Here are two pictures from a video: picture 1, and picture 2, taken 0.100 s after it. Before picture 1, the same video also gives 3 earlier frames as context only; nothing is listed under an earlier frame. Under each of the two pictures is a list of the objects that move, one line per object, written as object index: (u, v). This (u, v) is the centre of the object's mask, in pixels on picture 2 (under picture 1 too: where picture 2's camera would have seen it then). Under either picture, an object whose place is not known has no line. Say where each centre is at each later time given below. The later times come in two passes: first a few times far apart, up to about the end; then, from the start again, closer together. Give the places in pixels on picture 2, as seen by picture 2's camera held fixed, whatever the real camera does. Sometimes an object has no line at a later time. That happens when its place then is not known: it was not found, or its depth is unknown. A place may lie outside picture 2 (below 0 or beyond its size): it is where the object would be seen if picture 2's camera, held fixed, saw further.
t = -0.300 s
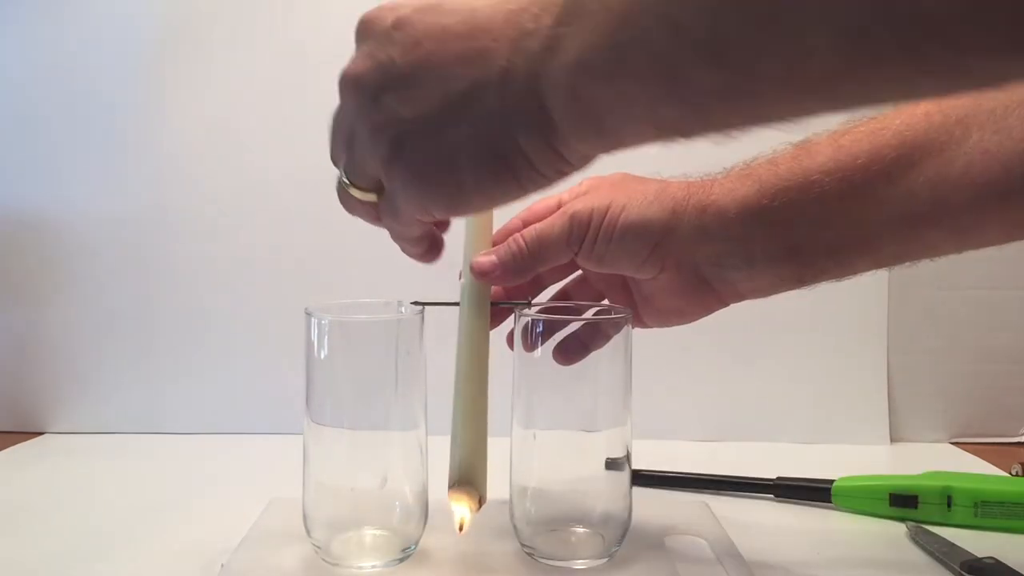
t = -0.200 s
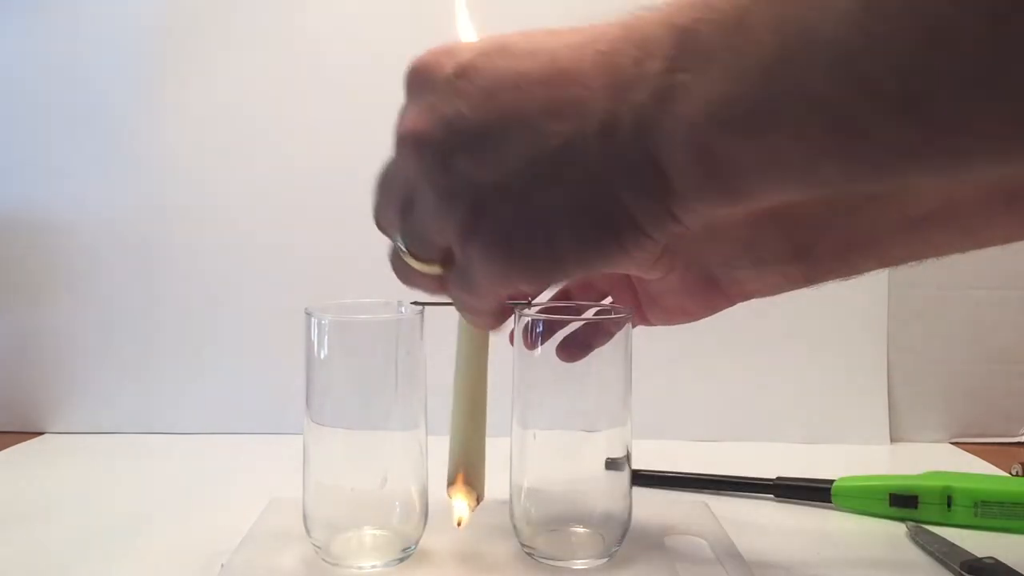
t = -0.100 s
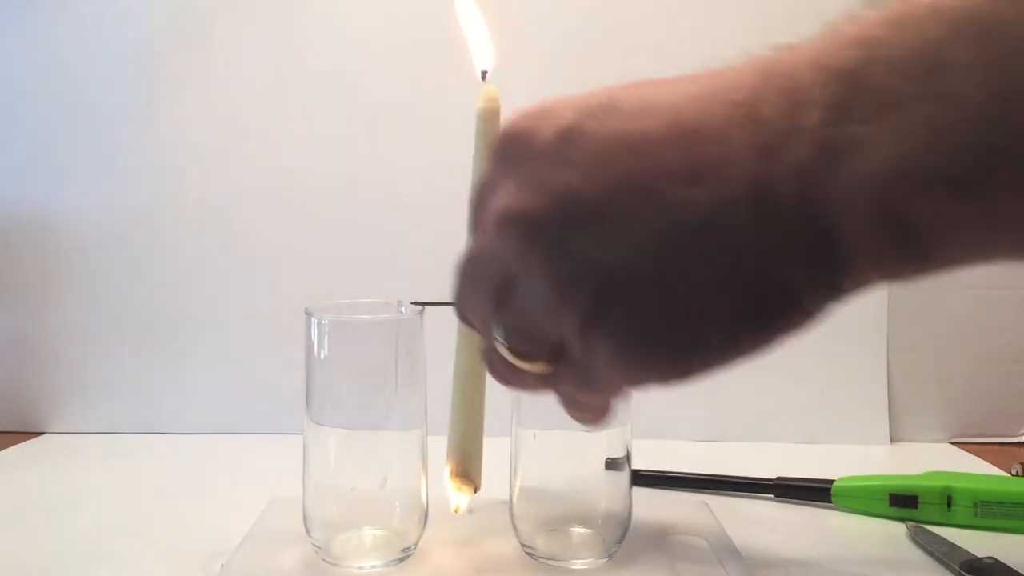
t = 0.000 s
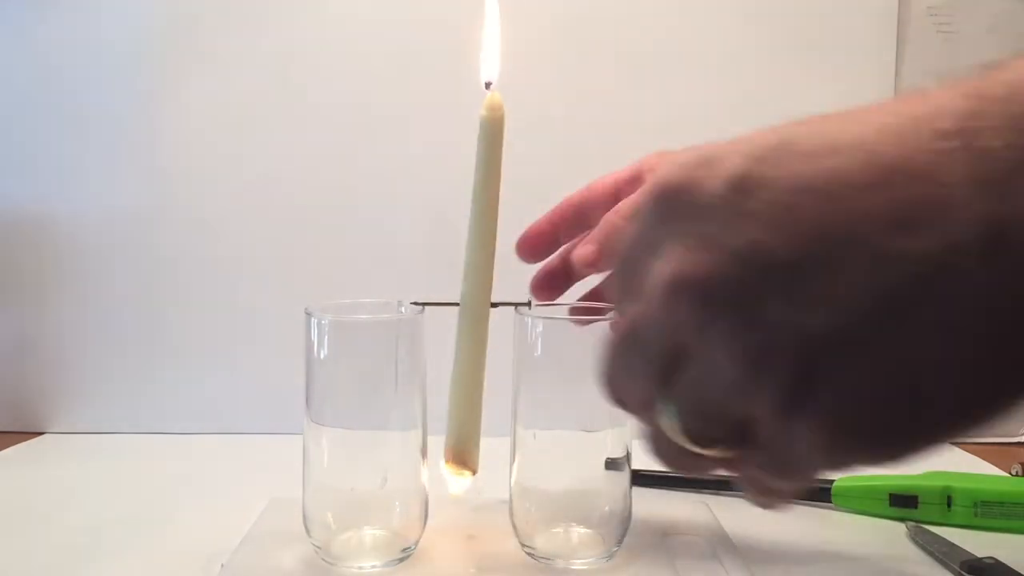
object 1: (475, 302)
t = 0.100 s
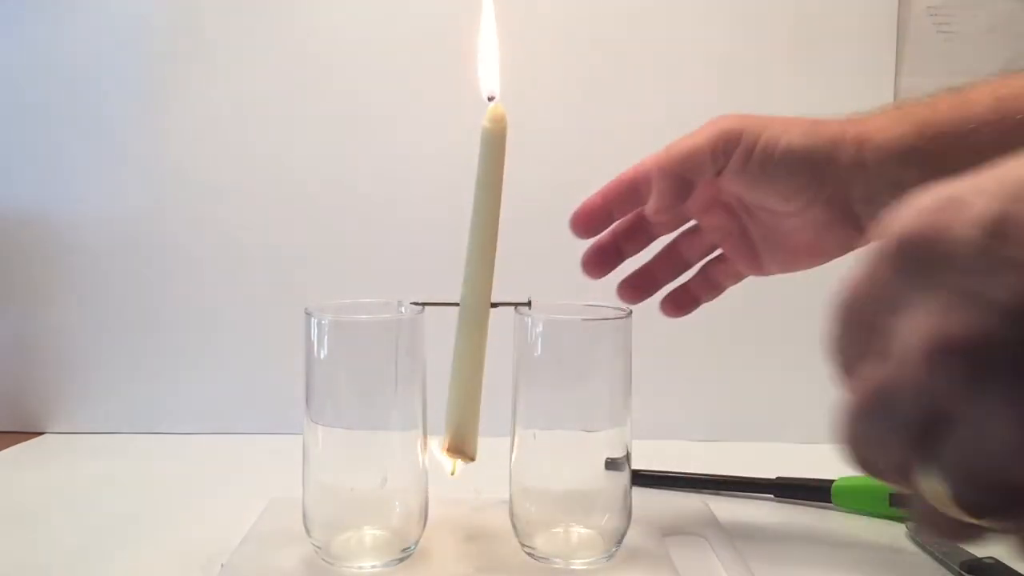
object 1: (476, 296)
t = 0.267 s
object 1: (475, 299)
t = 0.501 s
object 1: (474, 320)
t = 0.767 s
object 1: (474, 323)
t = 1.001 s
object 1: (475, 306)
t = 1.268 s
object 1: (476, 298)
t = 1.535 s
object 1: (474, 320)
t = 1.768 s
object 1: (474, 324)
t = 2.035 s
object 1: (475, 304)
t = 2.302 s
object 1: (476, 298)
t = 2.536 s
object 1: (474, 317)
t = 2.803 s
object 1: (474, 322)
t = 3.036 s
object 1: (475, 305)
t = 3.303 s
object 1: (476, 297)
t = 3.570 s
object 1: (474, 317)
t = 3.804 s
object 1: (474, 322)
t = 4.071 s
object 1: (475, 305)
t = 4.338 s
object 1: (476, 298)
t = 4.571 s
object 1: (474, 316)
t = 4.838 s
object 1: (474, 322)
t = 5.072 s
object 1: (475, 306)
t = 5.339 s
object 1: (476, 299)
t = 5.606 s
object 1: (474, 317)
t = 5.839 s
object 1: (474, 323)
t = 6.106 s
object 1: (474, 307)
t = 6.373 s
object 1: (476, 299)
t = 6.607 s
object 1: (474, 315)
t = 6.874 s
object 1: (474, 321)
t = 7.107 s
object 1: (475, 307)
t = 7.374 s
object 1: (476, 299)
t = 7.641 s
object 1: (474, 313)
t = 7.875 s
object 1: (474, 322)
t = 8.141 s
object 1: (475, 307)
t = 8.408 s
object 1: (476, 299)
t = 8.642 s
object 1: (474, 313)
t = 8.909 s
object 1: (474, 321)
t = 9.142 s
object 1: (475, 308)
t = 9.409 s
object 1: (476, 299)
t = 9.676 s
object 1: (475, 312)
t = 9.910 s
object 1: (474, 320)
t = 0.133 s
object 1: (476, 295)
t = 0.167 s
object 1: (476, 295)
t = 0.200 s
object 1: (476, 295)
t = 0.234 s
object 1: (476, 297)
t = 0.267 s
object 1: (475, 299)
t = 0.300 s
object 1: (475, 301)
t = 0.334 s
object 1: (475, 302)
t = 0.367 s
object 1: (475, 302)
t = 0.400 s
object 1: (475, 307)
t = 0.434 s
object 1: (474, 312)
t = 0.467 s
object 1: (474, 317)
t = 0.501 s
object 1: (474, 320)
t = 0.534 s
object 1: (474, 323)
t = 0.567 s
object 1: (474, 325)
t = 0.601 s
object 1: (474, 326)
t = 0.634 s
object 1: (474, 328)
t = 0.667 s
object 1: (474, 328)
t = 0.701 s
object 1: (474, 327)
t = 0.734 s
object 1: (474, 325)
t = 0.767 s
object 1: (474, 323)
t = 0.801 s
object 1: (474, 321)
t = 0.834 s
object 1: (474, 319)
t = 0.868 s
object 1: (474, 316)
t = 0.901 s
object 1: (474, 312)
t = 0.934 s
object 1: (474, 310)
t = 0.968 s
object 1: (474, 308)
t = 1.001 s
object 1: (475, 306)
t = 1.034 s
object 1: (475, 304)
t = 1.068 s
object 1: (475, 302)
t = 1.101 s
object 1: (475, 300)
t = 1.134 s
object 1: (475, 299)
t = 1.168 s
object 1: (476, 297)
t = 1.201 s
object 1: (476, 297)
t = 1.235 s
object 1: (476, 297)
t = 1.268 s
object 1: (476, 298)
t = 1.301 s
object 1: (476, 300)
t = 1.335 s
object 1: (475, 301)
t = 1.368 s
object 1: (475, 304)
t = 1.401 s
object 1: (475, 308)
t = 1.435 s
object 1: (474, 311)
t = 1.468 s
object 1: (474, 314)
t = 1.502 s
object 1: (474, 317)
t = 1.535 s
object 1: (474, 320)
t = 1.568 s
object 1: (474, 323)
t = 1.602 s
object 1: (474, 324)
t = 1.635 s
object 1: (474, 326)
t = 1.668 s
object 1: (474, 327)
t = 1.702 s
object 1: (474, 327)
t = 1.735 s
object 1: (474, 325)
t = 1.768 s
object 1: (474, 324)
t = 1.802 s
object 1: (474, 322)
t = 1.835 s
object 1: (474, 320)
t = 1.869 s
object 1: (474, 317)
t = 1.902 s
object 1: (474, 314)
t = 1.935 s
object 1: (474, 311)
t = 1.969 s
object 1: (474, 308)
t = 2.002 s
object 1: (475, 306)
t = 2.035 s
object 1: (475, 304)
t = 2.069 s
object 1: (475, 301)
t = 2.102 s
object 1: (475, 300)
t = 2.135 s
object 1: (476, 298)
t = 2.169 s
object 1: (476, 297)
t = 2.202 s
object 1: (476, 296)
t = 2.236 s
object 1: (476, 297)
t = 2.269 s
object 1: (476, 297)
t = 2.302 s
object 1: (476, 298)
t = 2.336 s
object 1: (476, 300)
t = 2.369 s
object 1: (475, 303)
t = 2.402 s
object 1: (475, 305)
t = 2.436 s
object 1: (475, 309)
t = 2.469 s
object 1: (474, 312)
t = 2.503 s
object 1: (474, 315)
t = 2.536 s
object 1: (474, 317)
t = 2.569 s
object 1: (474, 320)
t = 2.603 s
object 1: (474, 323)
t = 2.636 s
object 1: (474, 326)
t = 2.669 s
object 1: (474, 327)
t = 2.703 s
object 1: (474, 327)
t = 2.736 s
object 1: (474, 326)
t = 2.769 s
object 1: (474, 324)
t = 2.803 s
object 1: (474, 322)
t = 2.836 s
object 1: (474, 320)
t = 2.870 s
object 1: (474, 318)
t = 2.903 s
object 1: (474, 316)
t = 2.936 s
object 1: (474, 313)
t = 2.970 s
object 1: (474, 310)
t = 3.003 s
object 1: (475, 307)
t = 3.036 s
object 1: (475, 305)
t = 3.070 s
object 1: (475, 303)
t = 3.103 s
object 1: (475, 302)
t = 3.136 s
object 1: (476, 300)
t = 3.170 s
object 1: (476, 297)
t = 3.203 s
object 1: (476, 297)
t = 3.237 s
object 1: (476, 297)
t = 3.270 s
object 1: (476, 297)
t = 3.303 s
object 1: (476, 297)
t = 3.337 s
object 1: (476, 299)
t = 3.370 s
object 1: (475, 301)
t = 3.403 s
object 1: (475, 305)
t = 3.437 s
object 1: (475, 308)
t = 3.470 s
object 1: (475, 311)
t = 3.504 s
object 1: (474, 314)
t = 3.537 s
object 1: (474, 316)
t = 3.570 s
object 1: (474, 317)
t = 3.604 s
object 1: (474, 321)
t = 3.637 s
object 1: (474, 323)
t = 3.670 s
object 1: (474, 325)
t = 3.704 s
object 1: (474, 326)
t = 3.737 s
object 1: (474, 325)
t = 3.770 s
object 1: (474, 324)
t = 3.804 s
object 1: (474, 322)
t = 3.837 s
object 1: (474, 321)
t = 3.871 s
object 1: (474, 319)
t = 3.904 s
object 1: (474, 317)
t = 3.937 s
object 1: (474, 314)
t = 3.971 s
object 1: (474, 311)
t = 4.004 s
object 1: (474, 309)
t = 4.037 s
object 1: (474, 307)
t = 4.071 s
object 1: (475, 305)
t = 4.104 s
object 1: (475, 303)
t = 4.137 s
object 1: (475, 301)
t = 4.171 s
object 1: (476, 299)
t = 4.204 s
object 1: (476, 298)
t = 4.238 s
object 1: (476, 297)
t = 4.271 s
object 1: (476, 298)
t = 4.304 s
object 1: (476, 298)
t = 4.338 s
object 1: (476, 298)
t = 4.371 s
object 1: (476, 300)
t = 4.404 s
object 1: (475, 302)
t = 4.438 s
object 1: (475, 306)
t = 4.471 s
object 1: (475, 308)
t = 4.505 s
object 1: (475, 311)
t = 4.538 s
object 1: (474, 314)
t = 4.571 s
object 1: (474, 316)
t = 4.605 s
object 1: (474, 319)
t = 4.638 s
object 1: (474, 321)
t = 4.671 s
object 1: (474, 323)
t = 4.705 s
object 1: (474, 324)
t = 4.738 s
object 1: (474, 325)
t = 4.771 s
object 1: (474, 325)
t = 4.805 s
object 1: (474, 324)
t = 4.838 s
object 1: (474, 322)
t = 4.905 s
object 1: (474, 318)
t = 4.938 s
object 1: (474, 316)
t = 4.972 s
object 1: (474, 313)
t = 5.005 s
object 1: (474, 311)
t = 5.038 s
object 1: (474, 308)
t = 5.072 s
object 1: (475, 306)
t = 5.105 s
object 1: (475, 305)
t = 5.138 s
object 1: (475, 303)
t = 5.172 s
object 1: (475, 301)
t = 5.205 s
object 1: (476, 300)
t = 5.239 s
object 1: (476, 298)
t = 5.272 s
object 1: (476, 298)
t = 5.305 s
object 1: (476, 298)
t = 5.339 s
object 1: (476, 299)
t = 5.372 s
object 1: (476, 300)
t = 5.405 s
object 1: (475, 302)
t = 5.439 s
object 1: (475, 304)
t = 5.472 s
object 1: (475, 306)
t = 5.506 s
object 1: (475, 308)
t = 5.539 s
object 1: (474, 311)
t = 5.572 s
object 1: (474, 315)
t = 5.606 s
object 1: (474, 317)
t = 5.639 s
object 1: (474, 320)
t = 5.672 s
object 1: (474, 321)
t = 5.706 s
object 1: (474, 322)
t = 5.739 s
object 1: (474, 324)
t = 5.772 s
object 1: (474, 324)
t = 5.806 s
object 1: (474, 325)
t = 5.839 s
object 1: (474, 323)
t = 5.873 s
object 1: (474, 321)
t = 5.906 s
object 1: (474, 320)
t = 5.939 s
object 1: (474, 318)
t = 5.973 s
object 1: (474, 315)
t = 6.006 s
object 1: (474, 312)
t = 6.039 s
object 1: (474, 310)
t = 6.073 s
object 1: (474, 309)
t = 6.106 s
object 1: (474, 307)
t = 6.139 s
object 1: (475, 305)
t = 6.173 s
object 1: (475, 303)
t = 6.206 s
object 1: (475, 301)
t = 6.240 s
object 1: (476, 299)
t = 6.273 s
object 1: (476, 298)
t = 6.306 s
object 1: (476, 298)
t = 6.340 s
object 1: (476, 298)
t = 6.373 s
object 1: (476, 299)
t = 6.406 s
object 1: (476, 299)
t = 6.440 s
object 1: (475, 302)
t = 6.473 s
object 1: (475, 303)
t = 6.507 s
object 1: (475, 307)
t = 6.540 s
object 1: (475, 309)
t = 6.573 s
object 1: (475, 311)
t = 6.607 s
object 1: (474, 315)
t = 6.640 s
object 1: (474, 317)
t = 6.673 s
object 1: (474, 320)
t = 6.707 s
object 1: (474, 321)
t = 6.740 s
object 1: (474, 323)
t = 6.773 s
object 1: (474, 324)
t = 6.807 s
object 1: (474, 323)
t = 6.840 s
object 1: (474, 323)
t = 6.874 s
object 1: (474, 321)
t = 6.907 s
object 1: (474, 321)
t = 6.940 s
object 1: (474, 318)
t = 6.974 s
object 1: (474, 318)
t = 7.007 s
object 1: (474, 315)
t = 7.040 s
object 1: (474, 312)
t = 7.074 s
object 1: (475, 309)
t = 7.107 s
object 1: (475, 307)
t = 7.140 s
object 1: (475, 305)
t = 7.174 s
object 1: (475, 303)
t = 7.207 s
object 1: (475, 302)
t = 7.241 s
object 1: (476, 300)
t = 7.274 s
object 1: (476, 298)
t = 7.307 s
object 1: (476, 298)
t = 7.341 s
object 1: (476, 298)
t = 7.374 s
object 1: (476, 299)
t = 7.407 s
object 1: (476, 300)
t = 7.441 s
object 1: (476, 301)
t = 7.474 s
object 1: (475, 303)
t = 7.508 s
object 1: (475, 304)
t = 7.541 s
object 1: (475, 306)
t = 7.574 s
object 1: (475, 309)
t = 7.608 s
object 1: (475, 311)
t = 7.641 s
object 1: (474, 313)
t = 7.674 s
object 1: (474, 316)
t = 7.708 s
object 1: (474, 319)
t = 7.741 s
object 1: (474, 321)
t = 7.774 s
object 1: (474, 322)
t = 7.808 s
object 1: (474, 323)
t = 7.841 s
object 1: (474, 323)
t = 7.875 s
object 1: (474, 322)
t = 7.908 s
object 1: (474, 321)
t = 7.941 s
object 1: (474, 319)
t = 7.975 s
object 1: (474, 318)
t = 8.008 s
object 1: (474, 316)
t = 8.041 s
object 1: (474, 313)
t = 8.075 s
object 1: (474, 311)
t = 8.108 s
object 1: (475, 308)
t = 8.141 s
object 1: (475, 307)
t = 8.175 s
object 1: (475, 305)
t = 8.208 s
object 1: (475, 304)
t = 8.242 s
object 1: (475, 301)
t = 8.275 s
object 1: (476, 299)
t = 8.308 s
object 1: (476, 298)
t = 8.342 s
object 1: (476, 298)
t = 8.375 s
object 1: (476, 298)
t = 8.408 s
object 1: (476, 299)
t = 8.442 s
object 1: (476, 300)
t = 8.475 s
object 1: (476, 301)
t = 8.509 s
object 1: (475, 303)
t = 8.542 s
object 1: (475, 305)
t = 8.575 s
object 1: (475, 307)
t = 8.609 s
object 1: (475, 309)
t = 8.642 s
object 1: (474, 313)
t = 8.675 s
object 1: (474, 313)
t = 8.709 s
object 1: (474, 316)
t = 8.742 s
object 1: (474, 318)
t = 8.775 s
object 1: (474, 320)
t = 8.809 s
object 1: (474, 322)
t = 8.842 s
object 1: (474, 322)
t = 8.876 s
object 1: (474, 322)
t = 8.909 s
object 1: (474, 321)
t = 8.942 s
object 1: (474, 320)
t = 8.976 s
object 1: (474, 319)
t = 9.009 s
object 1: (474, 318)
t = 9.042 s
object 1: (474, 317)
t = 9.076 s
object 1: (474, 313)
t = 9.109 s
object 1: (474, 311)
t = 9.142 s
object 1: (475, 308)
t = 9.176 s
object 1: (475, 306)
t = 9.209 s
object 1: (475, 305)
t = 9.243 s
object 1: (475, 304)
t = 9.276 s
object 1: (475, 301)
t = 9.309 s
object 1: (476, 300)
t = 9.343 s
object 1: (476, 299)
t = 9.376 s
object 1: (476, 299)
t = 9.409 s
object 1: (476, 299)
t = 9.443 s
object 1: (476, 300)
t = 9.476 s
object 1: (476, 300)
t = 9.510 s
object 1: (475, 301)
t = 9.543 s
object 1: (475, 303)
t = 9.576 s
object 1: (475, 305)
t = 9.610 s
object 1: (475, 307)
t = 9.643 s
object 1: (475, 309)
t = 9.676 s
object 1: (475, 312)
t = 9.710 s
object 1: (474, 314)
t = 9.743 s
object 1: (474, 317)
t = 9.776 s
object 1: (474, 319)
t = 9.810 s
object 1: (474, 321)
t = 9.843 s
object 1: (474, 321)
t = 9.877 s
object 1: (474, 320)
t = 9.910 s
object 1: (474, 320)
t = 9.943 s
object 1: (474, 320)
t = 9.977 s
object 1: (474, 320)
